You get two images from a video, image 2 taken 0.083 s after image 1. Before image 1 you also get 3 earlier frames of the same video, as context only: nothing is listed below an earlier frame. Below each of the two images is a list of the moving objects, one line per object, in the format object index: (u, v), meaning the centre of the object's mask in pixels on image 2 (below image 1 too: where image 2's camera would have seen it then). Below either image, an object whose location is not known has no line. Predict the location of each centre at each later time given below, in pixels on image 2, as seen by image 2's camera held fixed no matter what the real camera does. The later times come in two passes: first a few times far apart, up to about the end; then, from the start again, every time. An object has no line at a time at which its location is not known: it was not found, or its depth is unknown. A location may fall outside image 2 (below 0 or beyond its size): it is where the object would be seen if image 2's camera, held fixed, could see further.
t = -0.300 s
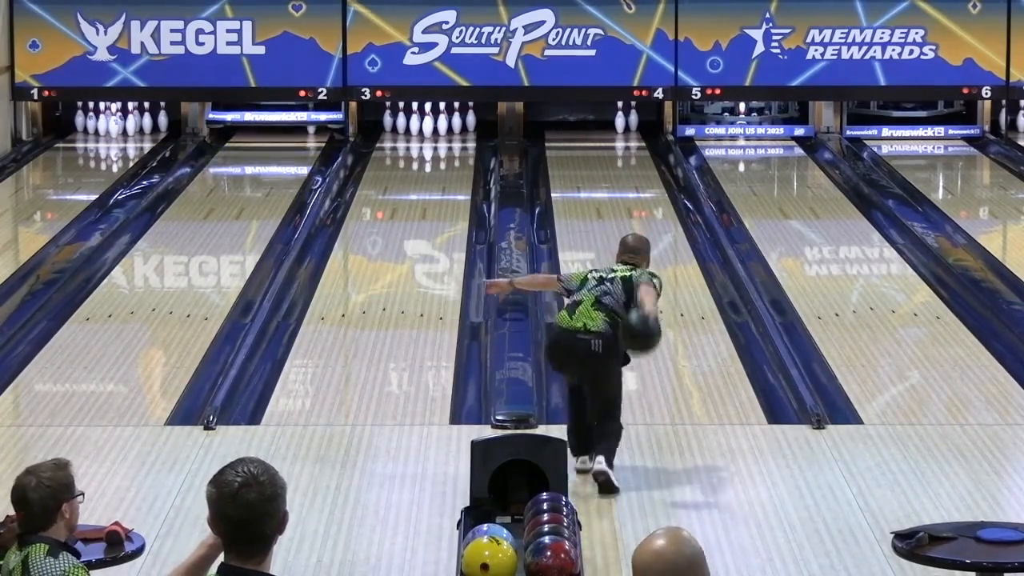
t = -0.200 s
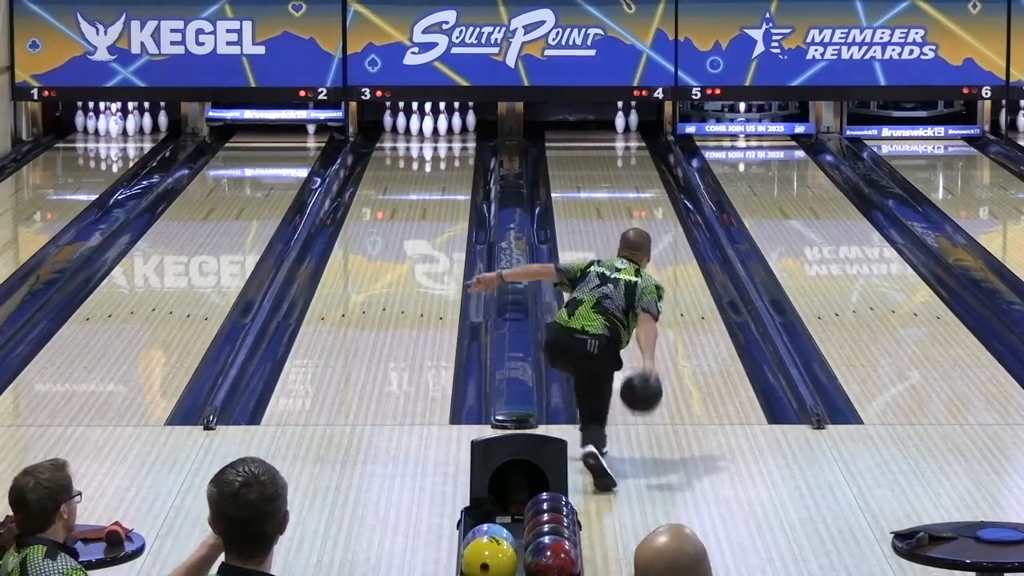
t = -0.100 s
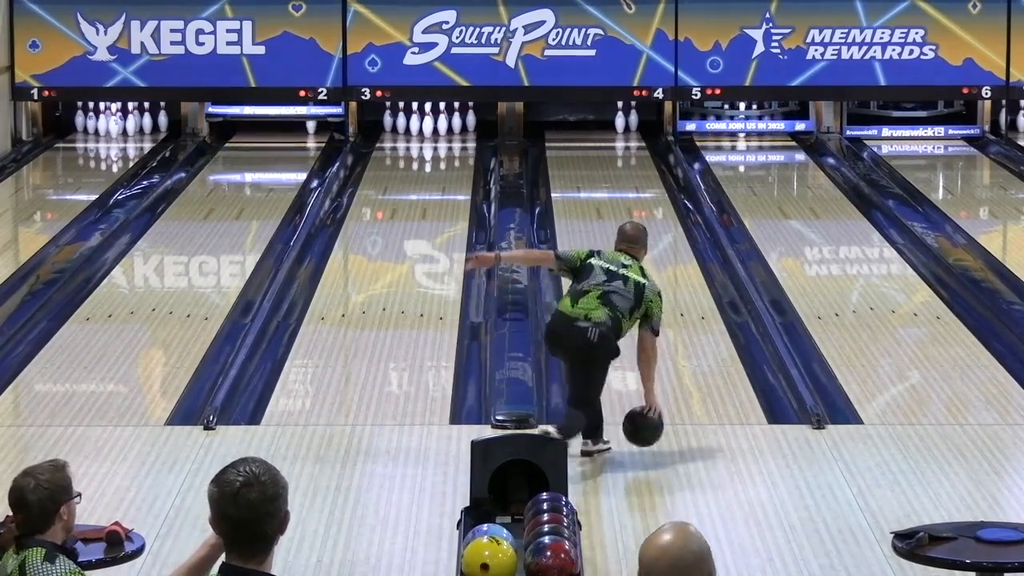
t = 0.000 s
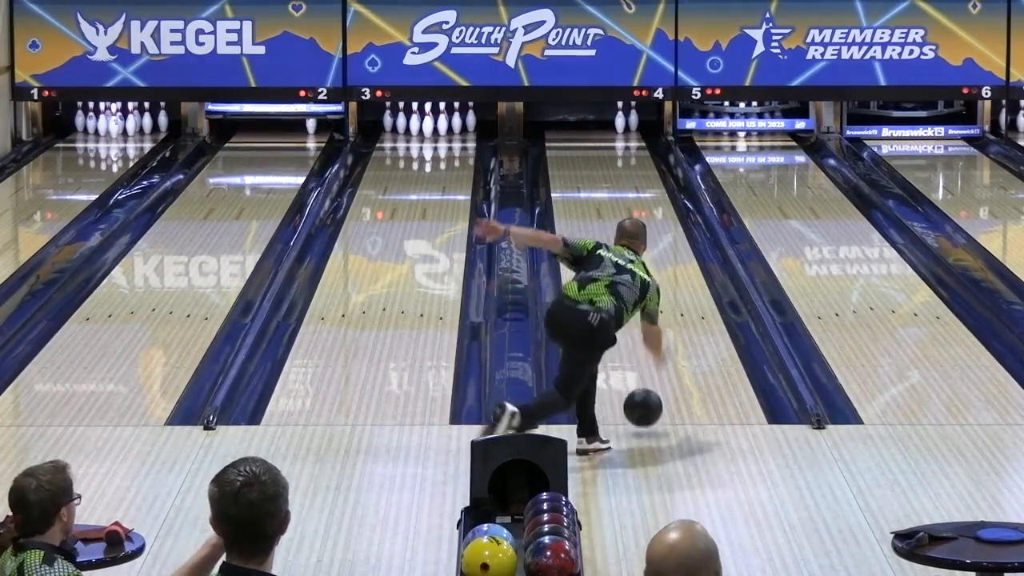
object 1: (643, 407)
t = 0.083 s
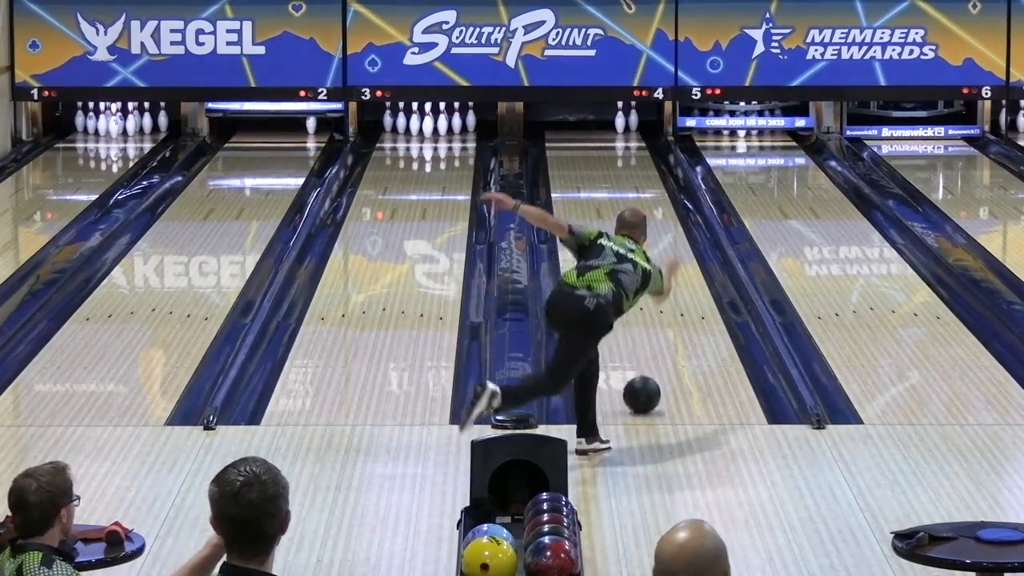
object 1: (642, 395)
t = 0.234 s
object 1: (639, 361)
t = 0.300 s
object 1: (638, 347)
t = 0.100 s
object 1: (641, 391)
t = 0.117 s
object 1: (641, 387)
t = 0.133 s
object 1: (641, 383)
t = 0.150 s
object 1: (640, 379)
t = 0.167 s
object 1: (640, 376)
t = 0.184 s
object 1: (640, 372)
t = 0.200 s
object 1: (640, 368)
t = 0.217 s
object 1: (640, 364)
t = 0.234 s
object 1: (639, 361)
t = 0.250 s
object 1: (639, 357)
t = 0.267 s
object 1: (639, 354)
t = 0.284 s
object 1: (639, 350)
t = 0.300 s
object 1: (638, 347)
